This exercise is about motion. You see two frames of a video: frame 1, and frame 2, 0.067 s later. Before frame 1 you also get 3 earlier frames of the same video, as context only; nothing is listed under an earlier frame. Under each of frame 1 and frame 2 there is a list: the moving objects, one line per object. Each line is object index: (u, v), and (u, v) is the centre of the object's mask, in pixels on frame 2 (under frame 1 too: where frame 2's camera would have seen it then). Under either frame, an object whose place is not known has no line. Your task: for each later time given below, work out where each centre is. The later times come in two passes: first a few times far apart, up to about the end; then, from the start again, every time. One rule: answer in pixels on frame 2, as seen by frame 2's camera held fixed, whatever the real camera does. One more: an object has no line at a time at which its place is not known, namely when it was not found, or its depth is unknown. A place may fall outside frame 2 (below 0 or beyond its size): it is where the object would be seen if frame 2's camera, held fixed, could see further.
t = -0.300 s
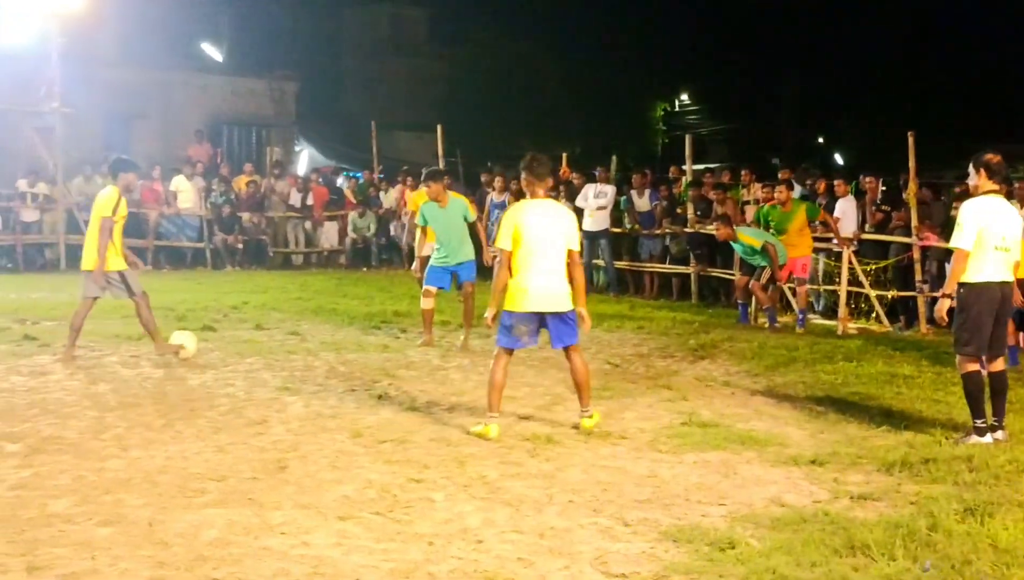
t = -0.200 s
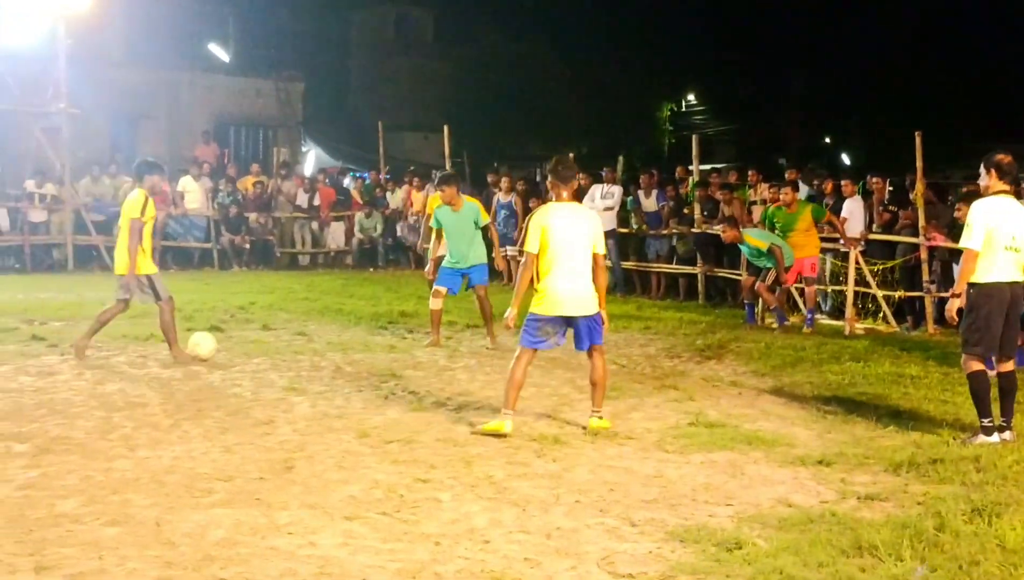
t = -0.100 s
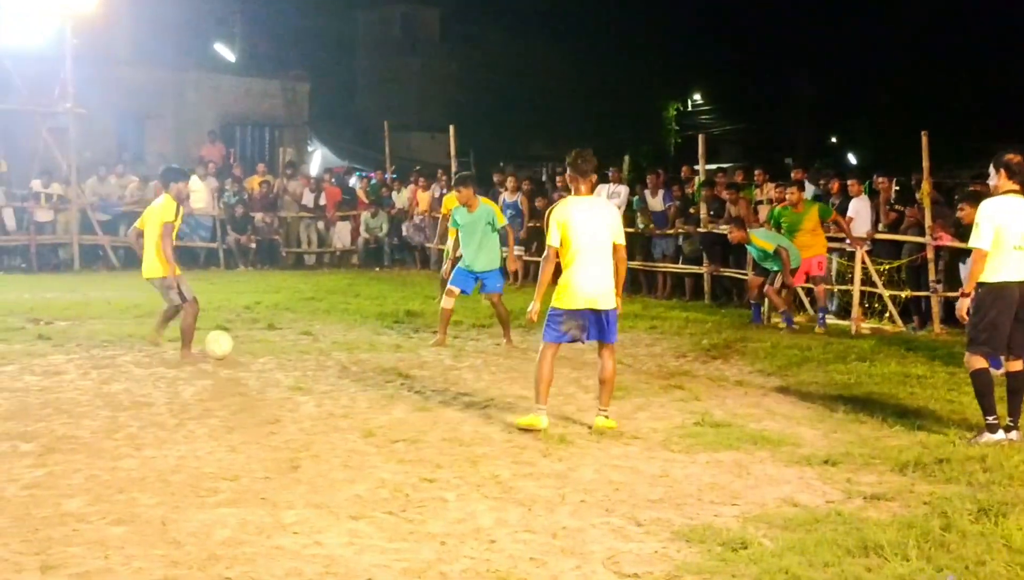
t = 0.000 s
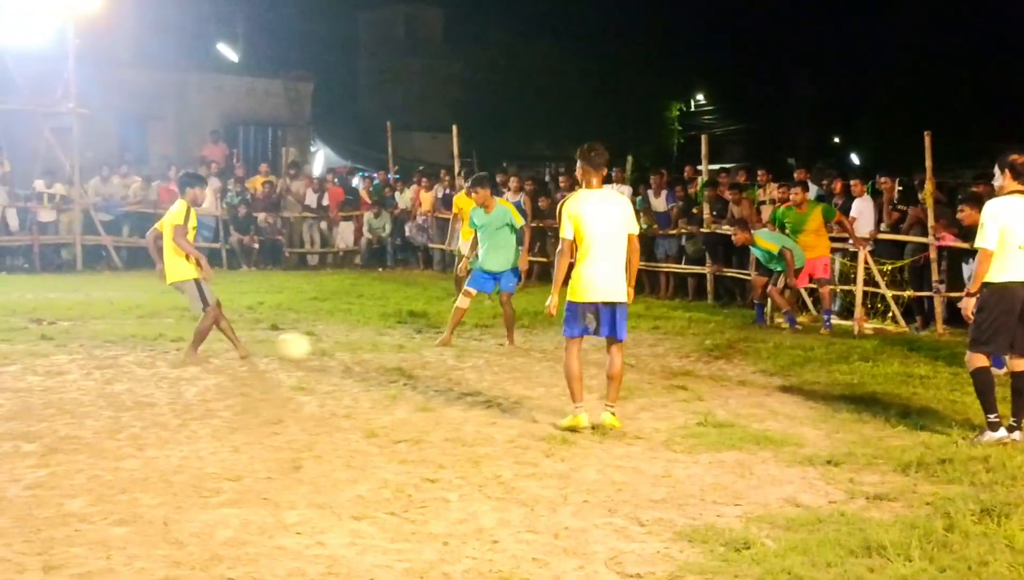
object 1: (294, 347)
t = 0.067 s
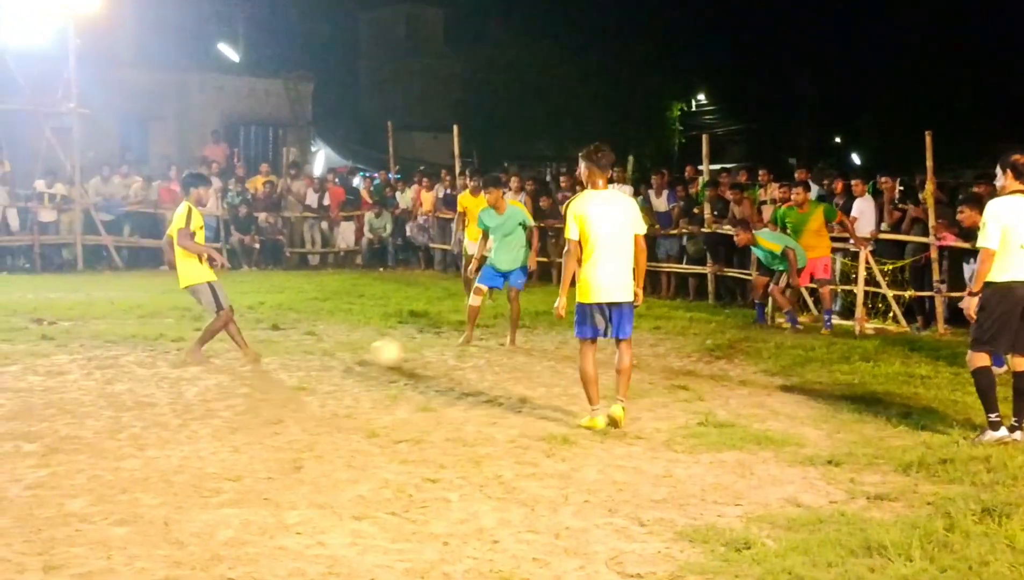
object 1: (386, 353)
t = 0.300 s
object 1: (676, 363)
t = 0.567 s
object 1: (918, 368)
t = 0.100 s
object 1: (428, 352)
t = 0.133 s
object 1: (468, 352)
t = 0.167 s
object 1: (508, 353)
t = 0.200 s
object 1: (549, 356)
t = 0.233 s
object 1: (601, 360)
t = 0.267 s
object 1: (632, 367)
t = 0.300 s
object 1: (676, 363)
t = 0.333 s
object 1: (698, 359)
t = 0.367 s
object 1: (728, 356)
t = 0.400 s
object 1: (758, 354)
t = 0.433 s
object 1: (789, 353)
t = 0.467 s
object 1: (821, 354)
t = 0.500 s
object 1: (853, 358)
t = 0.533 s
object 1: (885, 362)
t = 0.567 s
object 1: (918, 368)
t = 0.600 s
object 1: (950, 377)
